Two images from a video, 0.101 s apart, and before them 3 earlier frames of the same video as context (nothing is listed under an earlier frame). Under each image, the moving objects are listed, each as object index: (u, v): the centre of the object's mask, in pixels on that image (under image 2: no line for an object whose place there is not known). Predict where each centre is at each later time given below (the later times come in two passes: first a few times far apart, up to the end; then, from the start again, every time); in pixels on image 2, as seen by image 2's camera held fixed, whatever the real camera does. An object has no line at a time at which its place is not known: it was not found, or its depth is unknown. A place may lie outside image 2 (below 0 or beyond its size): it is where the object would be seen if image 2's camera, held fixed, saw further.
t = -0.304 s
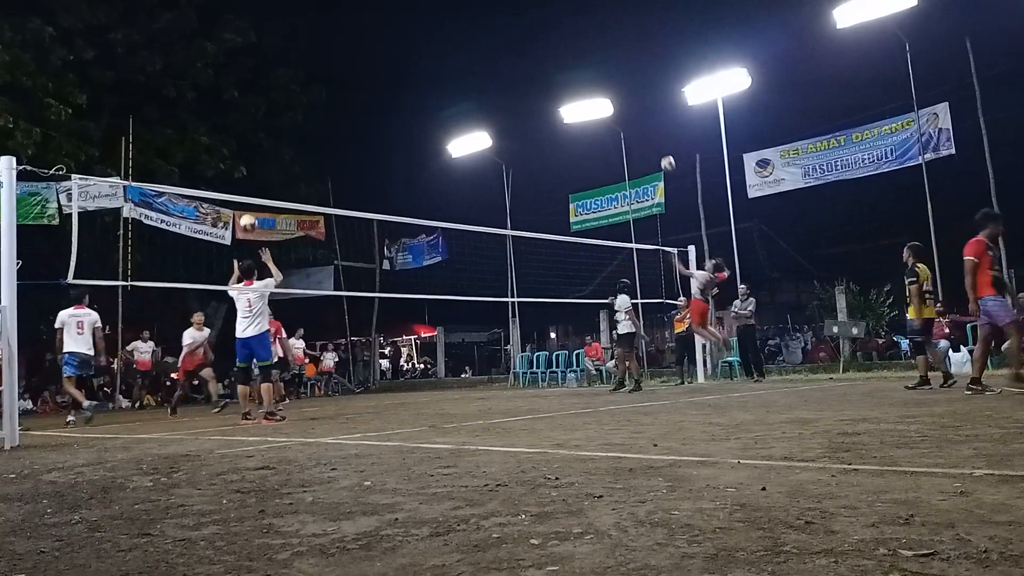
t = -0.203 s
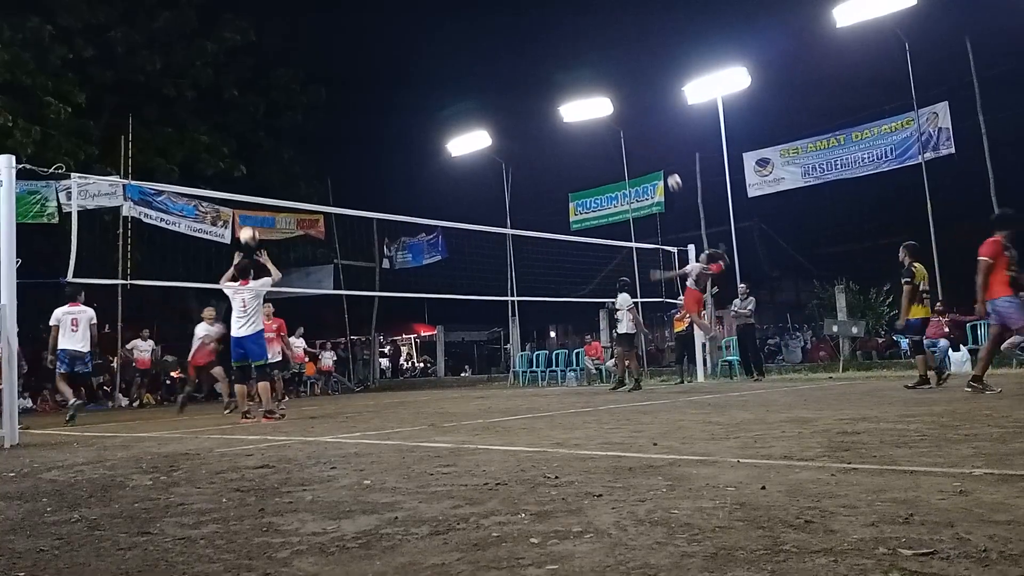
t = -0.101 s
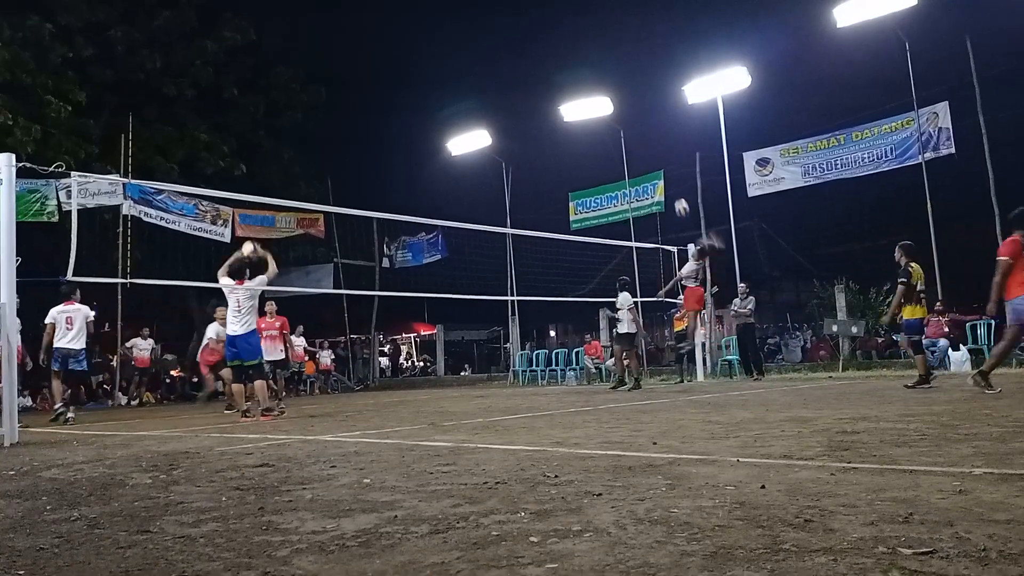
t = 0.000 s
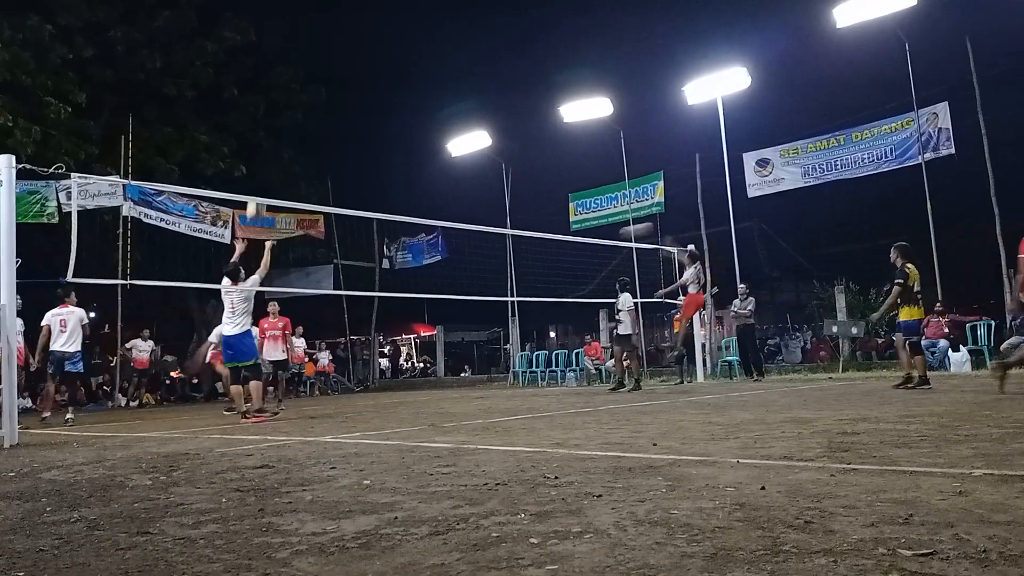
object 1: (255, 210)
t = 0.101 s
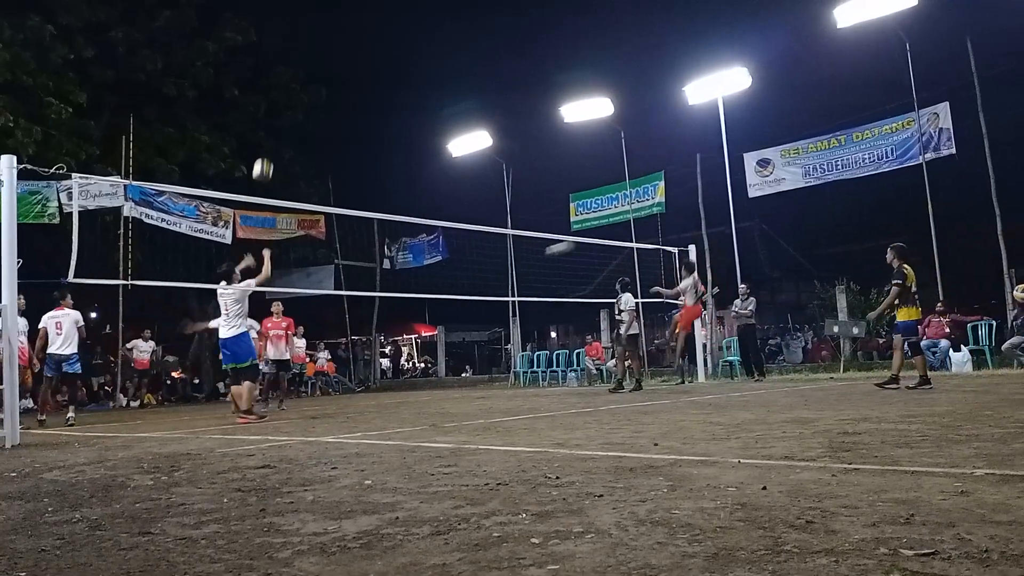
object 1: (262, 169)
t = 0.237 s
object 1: (269, 130)
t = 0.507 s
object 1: (286, 98)
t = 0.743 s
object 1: (301, 116)
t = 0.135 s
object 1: (264, 158)
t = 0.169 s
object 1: (266, 148)
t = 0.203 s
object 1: (268, 138)
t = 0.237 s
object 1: (269, 130)
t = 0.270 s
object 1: (272, 122)
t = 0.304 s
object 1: (274, 116)
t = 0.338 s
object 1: (276, 111)
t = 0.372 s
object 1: (278, 107)
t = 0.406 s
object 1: (280, 103)
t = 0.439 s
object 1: (282, 100)
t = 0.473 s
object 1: (285, 99)
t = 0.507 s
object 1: (286, 98)
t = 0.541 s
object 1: (288, 98)
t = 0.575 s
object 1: (291, 99)
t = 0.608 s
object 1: (292, 100)
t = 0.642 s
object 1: (295, 103)
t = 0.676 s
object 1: (297, 107)
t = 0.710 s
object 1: (299, 111)
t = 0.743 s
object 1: (301, 116)
